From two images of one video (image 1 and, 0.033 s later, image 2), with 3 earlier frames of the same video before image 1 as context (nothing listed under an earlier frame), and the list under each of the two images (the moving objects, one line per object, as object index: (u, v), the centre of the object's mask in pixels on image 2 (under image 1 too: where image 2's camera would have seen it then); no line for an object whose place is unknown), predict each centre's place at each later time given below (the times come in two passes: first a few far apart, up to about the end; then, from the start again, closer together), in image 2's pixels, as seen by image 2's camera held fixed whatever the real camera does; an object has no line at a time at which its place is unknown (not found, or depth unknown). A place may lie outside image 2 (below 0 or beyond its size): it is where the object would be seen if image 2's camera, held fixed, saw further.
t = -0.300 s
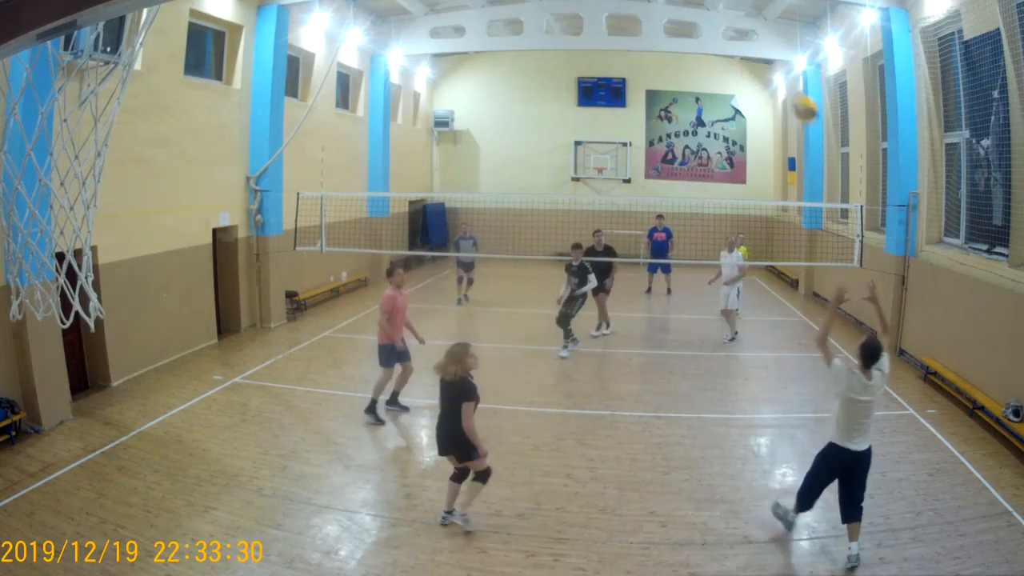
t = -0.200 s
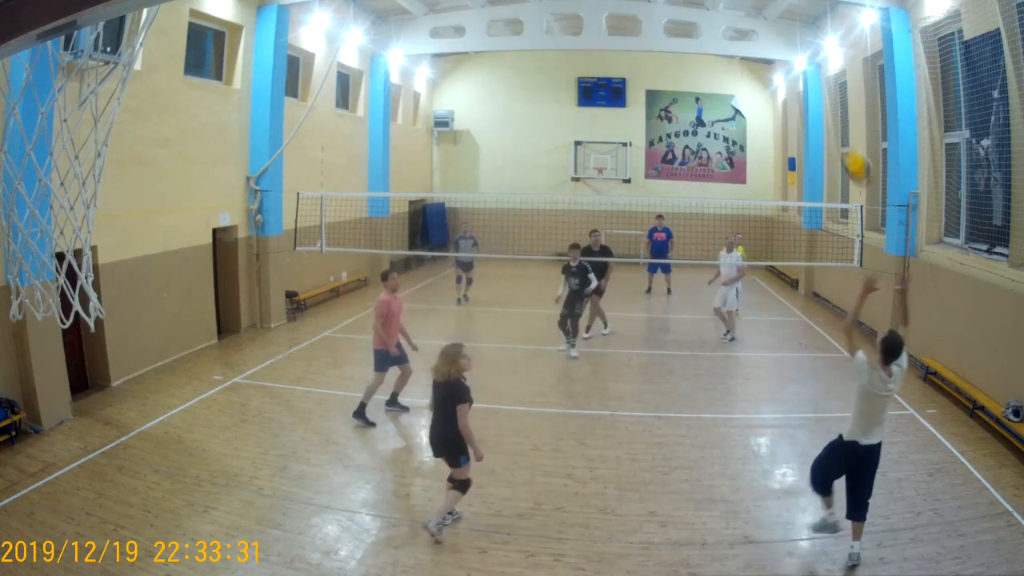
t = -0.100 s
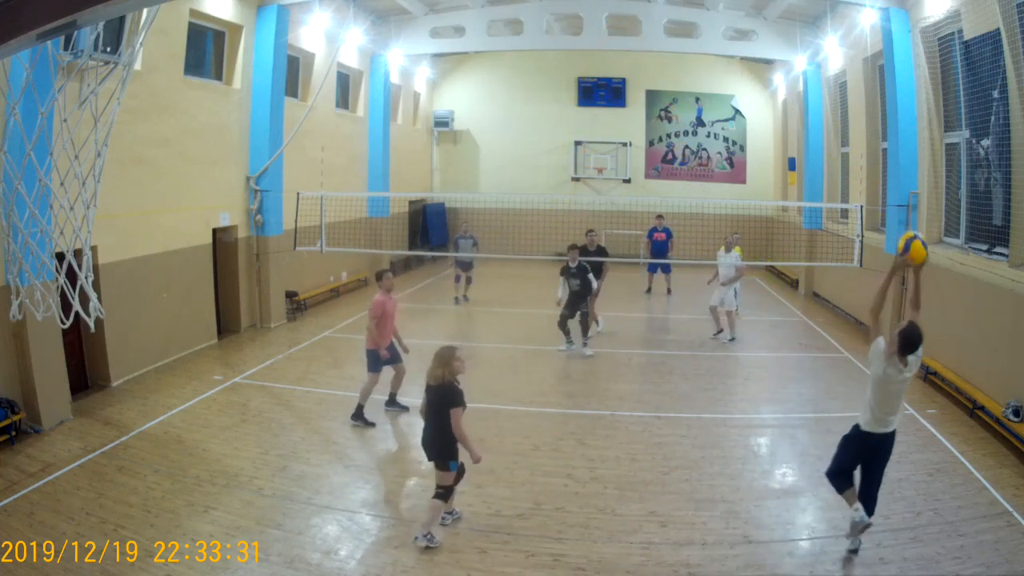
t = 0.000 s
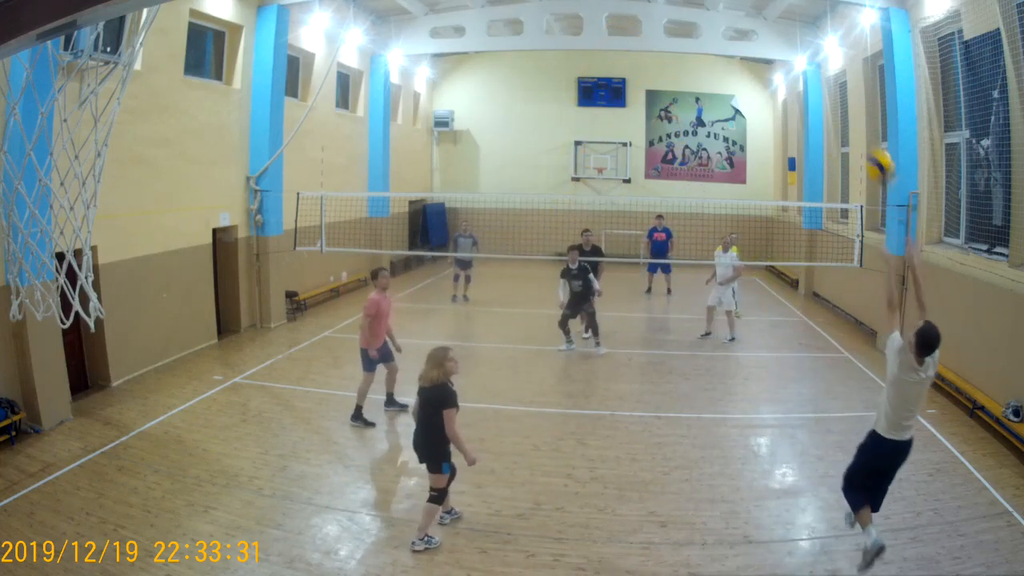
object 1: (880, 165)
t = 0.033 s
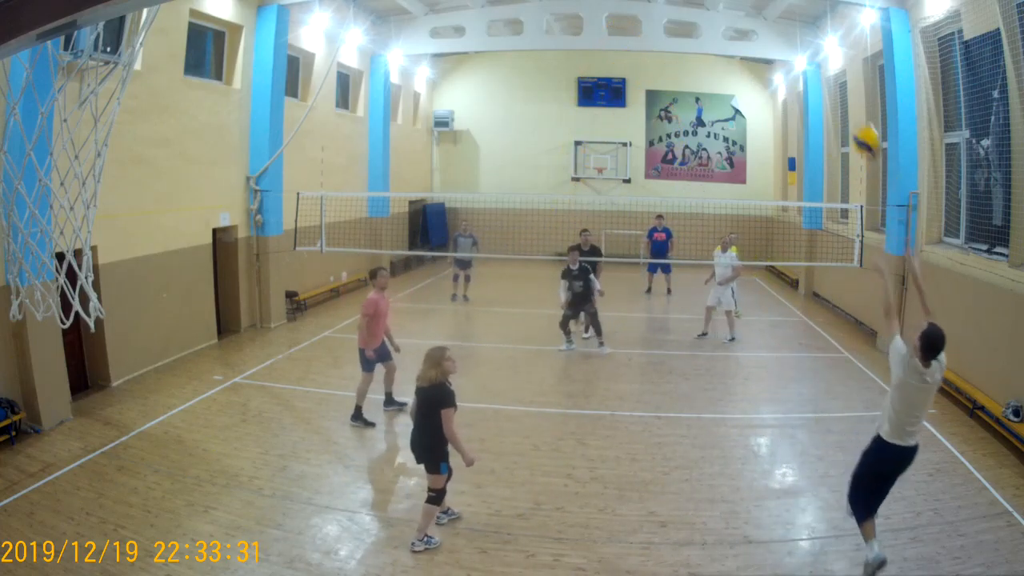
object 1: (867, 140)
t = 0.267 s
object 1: (784, 36)
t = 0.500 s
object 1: (720, 18)
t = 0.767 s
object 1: (668, 66)
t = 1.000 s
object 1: (632, 152)
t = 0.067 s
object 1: (854, 119)
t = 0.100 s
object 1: (842, 101)
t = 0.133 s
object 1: (831, 84)
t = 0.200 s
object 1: (804, 54)
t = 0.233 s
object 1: (794, 42)
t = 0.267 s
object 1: (784, 36)
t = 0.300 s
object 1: (774, 29)
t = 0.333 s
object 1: (763, 24)
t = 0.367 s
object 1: (754, 20)
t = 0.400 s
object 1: (745, 18)
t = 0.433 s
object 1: (735, 16)
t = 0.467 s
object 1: (728, 17)
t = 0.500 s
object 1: (720, 18)
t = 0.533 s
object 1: (713, 21)
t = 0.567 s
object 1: (706, 24)
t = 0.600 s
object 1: (699, 29)
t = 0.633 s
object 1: (693, 34)
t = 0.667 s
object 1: (686, 41)
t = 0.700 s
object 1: (680, 49)
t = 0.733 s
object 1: (674, 57)
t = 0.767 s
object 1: (668, 66)
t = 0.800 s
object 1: (662, 76)
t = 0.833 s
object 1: (657, 86)
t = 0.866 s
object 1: (651, 100)
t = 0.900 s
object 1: (647, 111)
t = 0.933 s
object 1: (641, 125)
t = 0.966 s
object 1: (636, 138)
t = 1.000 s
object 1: (632, 152)
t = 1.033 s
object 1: (627, 169)
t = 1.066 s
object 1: (623, 183)
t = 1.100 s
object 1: (618, 201)
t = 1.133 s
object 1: (614, 215)
